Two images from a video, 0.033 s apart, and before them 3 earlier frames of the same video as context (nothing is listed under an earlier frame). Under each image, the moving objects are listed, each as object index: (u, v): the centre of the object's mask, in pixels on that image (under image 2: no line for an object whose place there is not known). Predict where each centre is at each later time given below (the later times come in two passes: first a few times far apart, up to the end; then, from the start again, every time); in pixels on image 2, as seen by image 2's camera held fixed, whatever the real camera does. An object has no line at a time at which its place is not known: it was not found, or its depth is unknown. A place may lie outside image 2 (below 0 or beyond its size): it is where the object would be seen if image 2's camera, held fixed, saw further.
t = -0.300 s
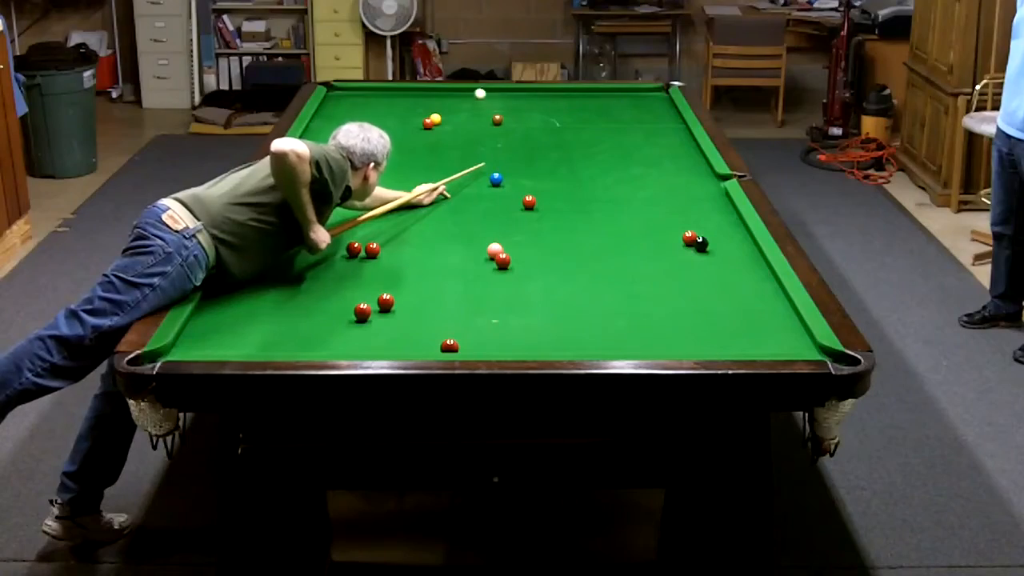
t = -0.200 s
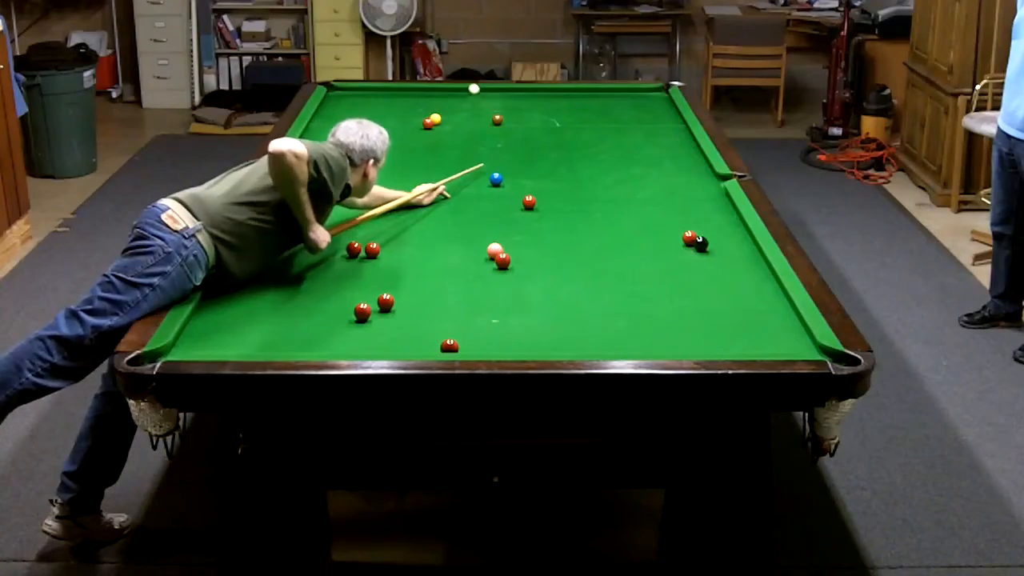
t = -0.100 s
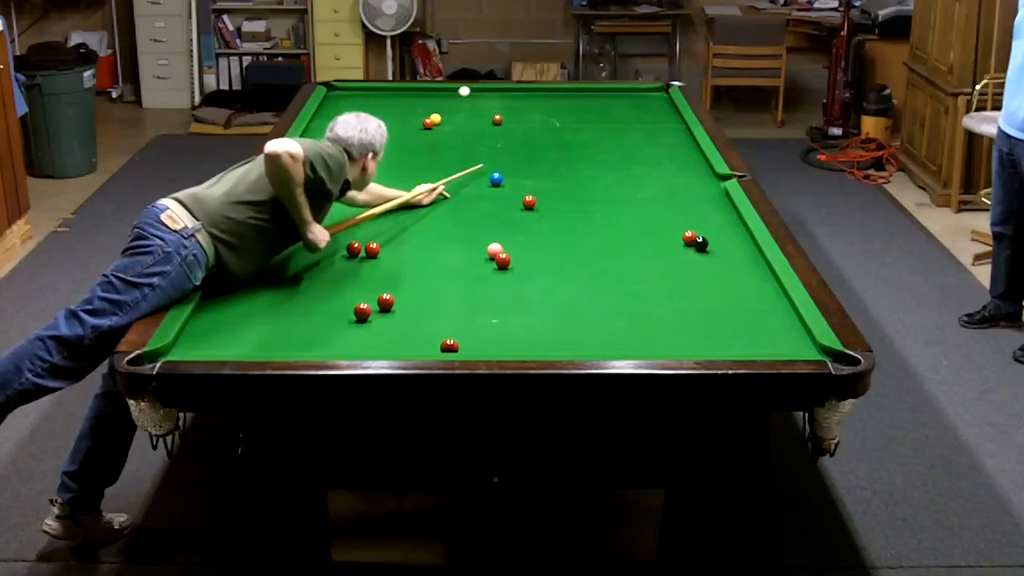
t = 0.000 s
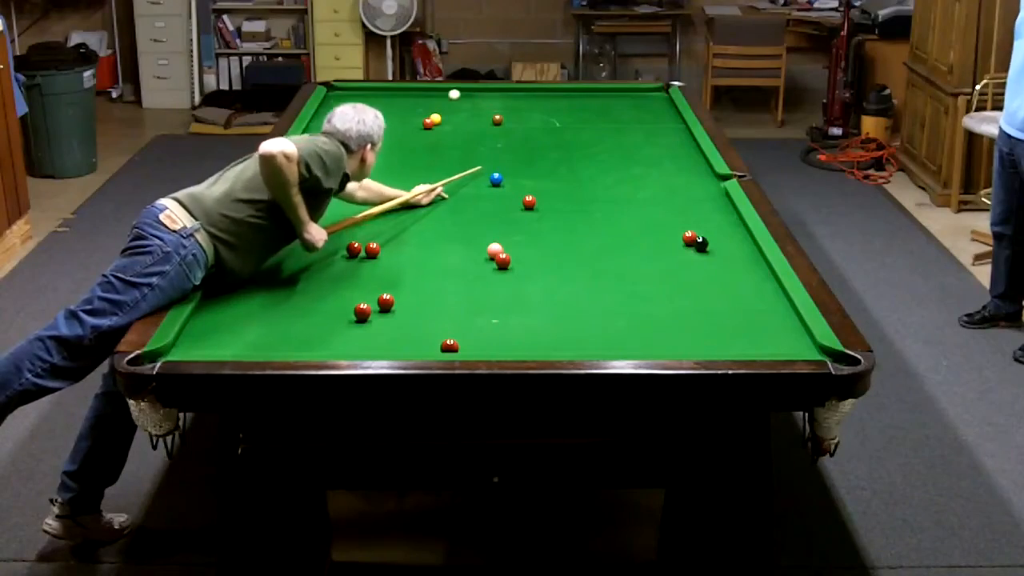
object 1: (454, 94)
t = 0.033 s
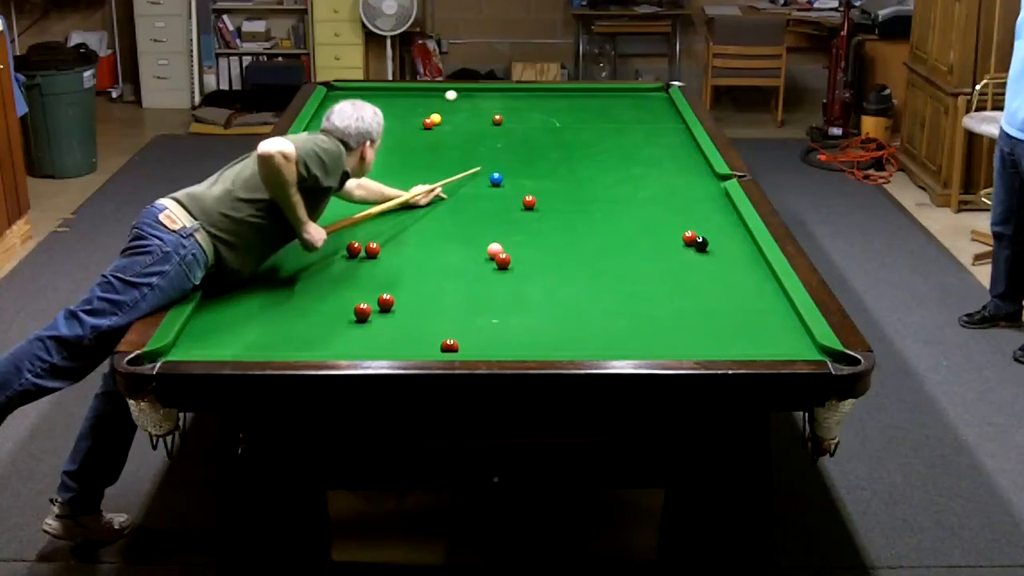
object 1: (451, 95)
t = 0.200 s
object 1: (434, 100)
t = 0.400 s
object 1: (413, 106)
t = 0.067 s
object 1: (448, 96)
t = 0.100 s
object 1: (444, 97)
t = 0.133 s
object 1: (441, 98)
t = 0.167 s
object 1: (437, 99)
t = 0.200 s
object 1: (434, 100)
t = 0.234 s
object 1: (430, 101)
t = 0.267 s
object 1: (427, 102)
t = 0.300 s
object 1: (424, 103)
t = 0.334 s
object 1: (420, 104)
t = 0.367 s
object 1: (417, 105)
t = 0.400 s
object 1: (413, 106)
